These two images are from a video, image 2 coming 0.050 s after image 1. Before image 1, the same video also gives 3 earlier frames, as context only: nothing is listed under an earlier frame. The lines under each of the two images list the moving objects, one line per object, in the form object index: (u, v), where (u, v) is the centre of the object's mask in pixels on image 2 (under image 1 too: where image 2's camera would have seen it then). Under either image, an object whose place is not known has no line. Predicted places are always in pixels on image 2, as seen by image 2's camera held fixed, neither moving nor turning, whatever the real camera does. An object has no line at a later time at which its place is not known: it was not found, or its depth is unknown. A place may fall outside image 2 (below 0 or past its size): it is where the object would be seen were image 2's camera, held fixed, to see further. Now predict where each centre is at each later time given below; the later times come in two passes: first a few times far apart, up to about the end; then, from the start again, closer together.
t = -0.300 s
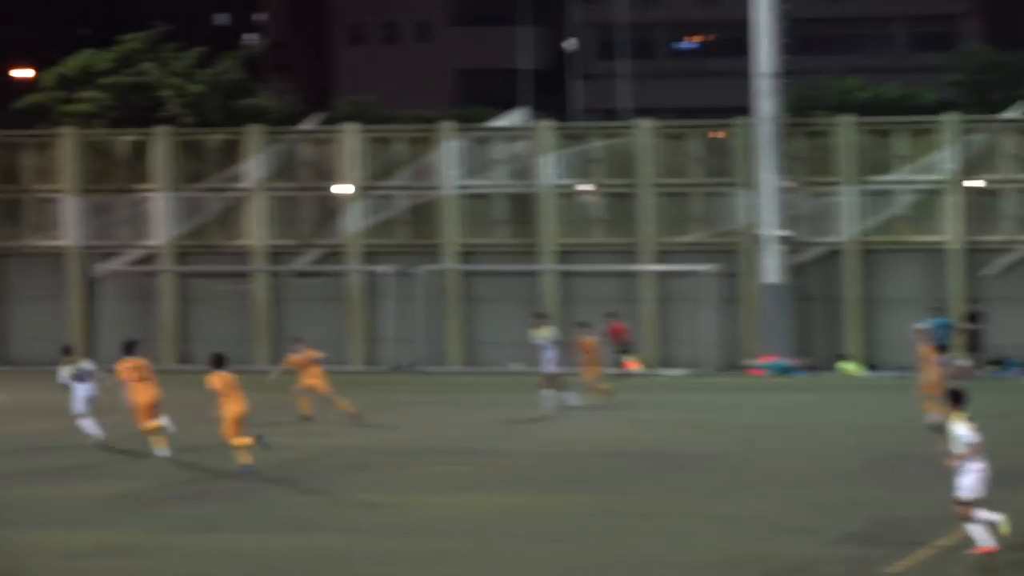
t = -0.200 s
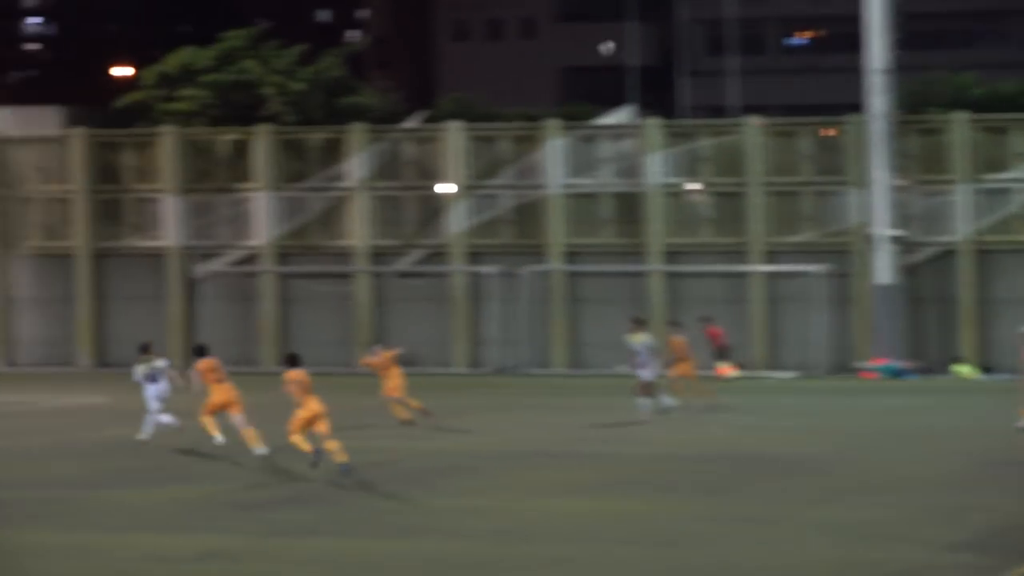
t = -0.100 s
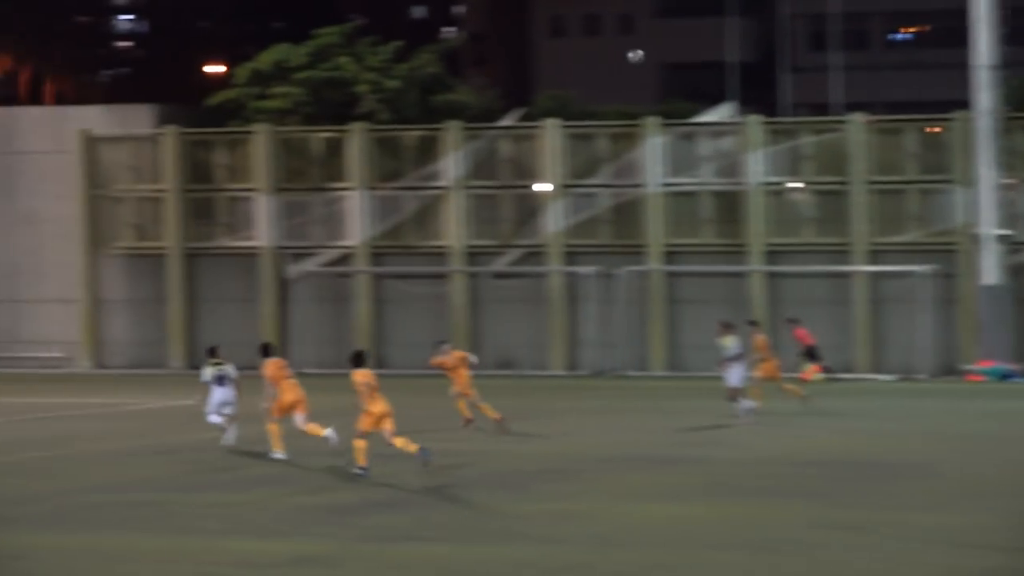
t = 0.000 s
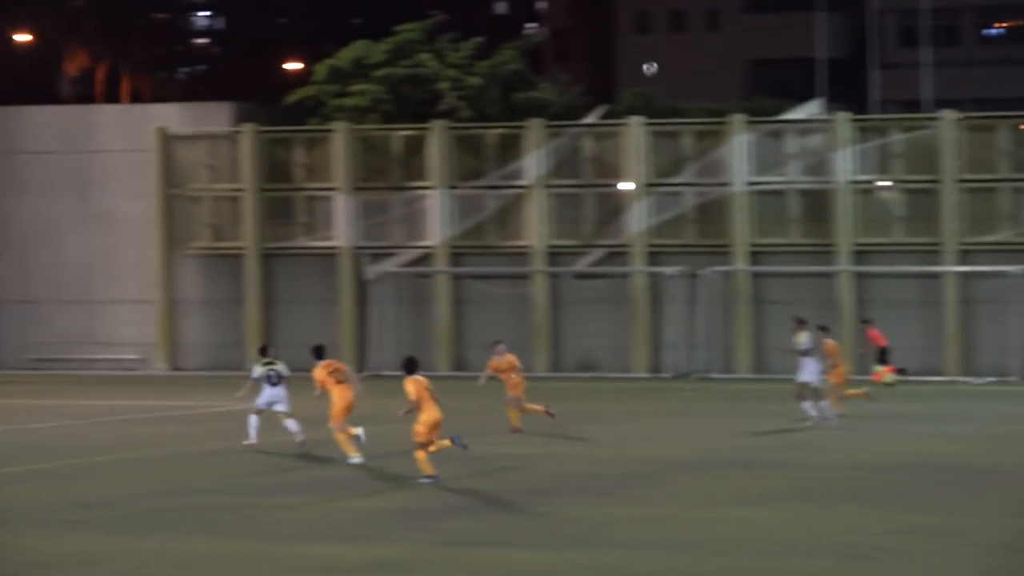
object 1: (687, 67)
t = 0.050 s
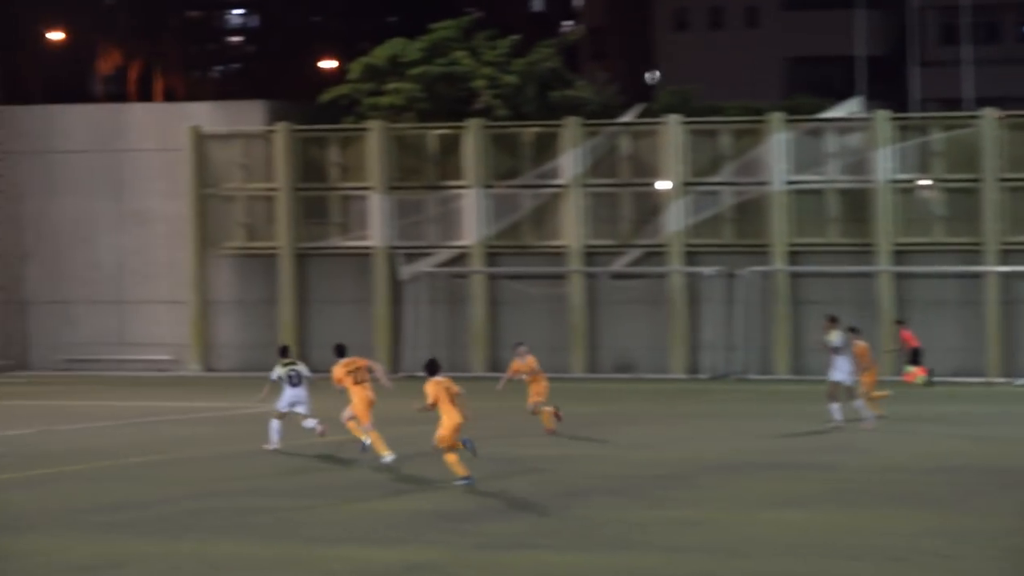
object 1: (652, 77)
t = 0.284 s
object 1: (490, 138)
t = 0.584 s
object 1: (285, 253)
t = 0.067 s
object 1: (640, 81)
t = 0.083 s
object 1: (628, 84)
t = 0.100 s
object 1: (617, 88)
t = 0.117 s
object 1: (605, 91)
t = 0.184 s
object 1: (559, 110)
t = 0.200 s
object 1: (548, 114)
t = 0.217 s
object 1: (536, 118)
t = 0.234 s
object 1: (524, 123)
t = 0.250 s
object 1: (513, 128)
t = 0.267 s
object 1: (501, 133)
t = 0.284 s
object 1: (490, 138)
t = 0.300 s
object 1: (479, 144)
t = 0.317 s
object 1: (467, 150)
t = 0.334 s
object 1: (455, 155)
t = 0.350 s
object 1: (444, 161)
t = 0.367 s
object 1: (433, 166)
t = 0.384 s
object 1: (421, 172)
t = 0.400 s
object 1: (410, 178)
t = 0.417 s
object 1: (398, 184)
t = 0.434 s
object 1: (387, 190)
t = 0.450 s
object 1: (376, 197)
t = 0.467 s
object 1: (364, 203)
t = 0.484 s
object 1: (352, 210)
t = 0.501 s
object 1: (341, 216)
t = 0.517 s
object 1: (330, 224)
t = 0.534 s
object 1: (319, 230)
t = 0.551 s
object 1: (308, 238)
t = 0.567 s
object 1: (297, 246)
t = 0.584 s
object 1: (285, 253)
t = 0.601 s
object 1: (273, 260)
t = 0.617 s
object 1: (262, 268)
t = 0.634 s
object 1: (251, 276)
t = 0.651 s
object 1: (239, 285)
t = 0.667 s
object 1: (229, 294)
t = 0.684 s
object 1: (216, 302)
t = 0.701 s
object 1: (205, 311)
